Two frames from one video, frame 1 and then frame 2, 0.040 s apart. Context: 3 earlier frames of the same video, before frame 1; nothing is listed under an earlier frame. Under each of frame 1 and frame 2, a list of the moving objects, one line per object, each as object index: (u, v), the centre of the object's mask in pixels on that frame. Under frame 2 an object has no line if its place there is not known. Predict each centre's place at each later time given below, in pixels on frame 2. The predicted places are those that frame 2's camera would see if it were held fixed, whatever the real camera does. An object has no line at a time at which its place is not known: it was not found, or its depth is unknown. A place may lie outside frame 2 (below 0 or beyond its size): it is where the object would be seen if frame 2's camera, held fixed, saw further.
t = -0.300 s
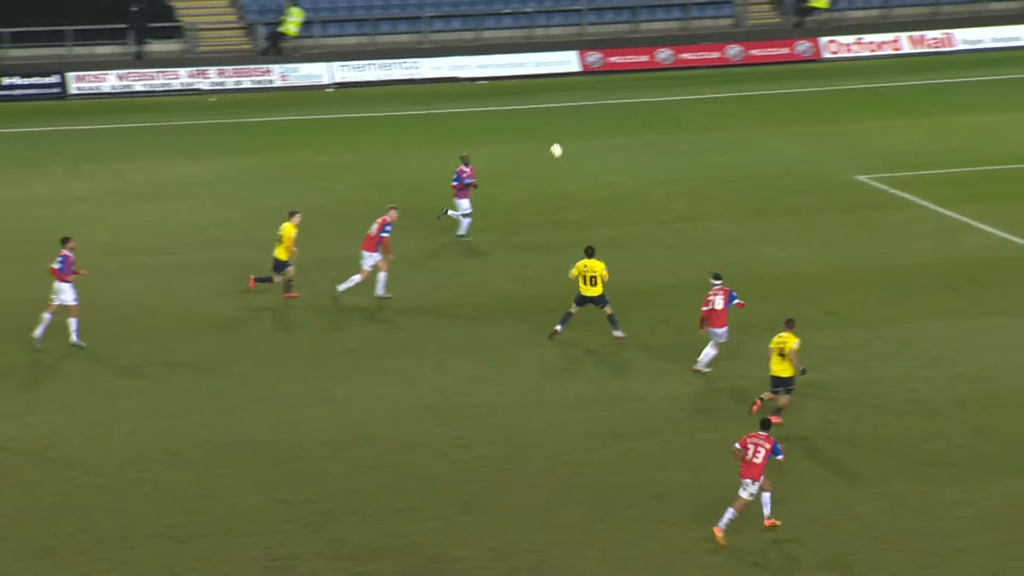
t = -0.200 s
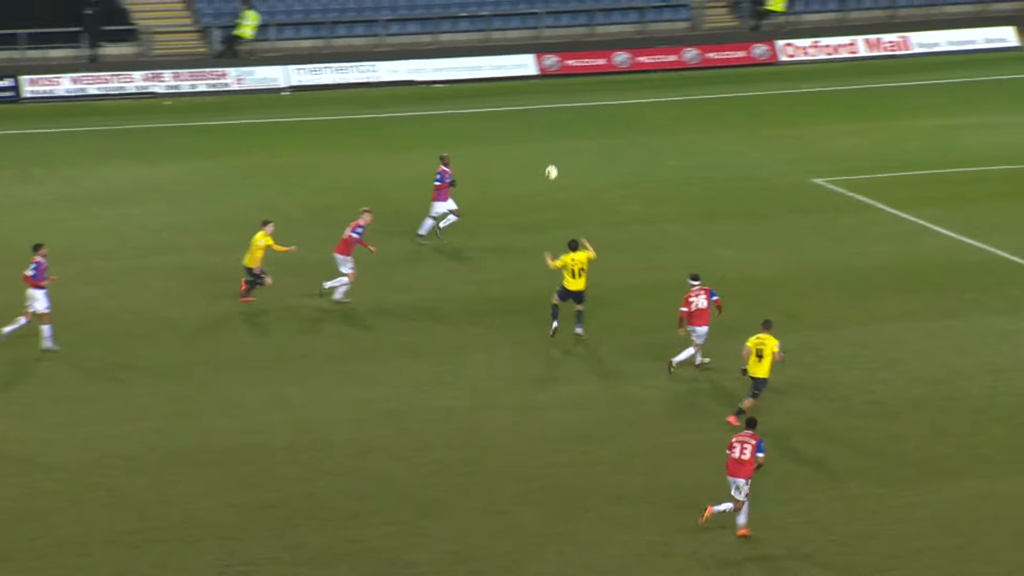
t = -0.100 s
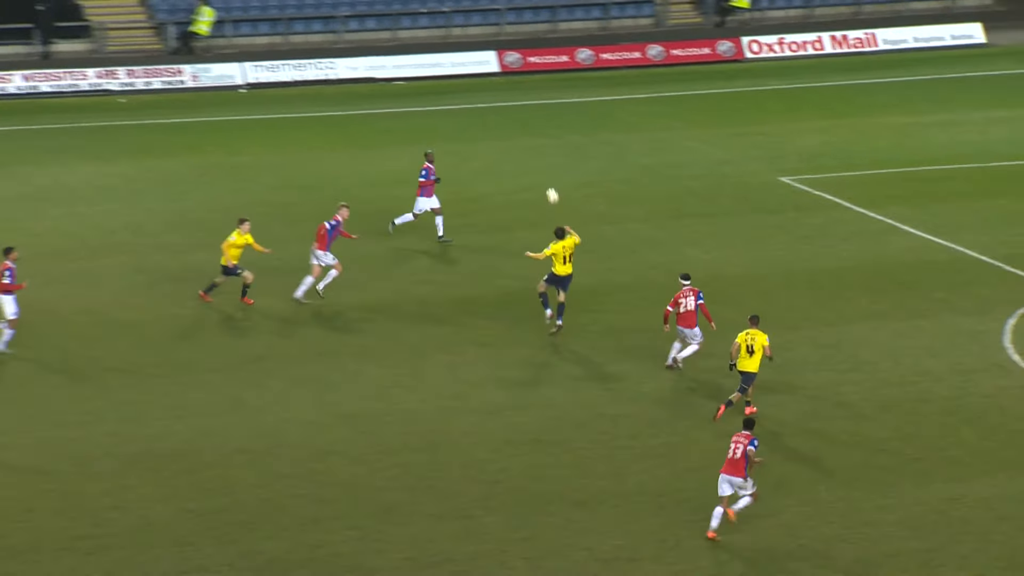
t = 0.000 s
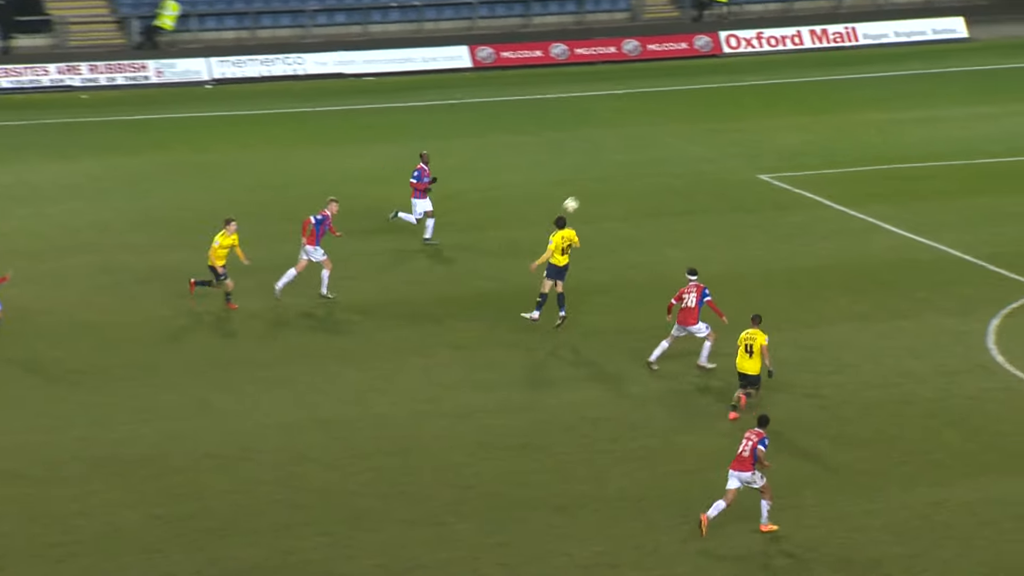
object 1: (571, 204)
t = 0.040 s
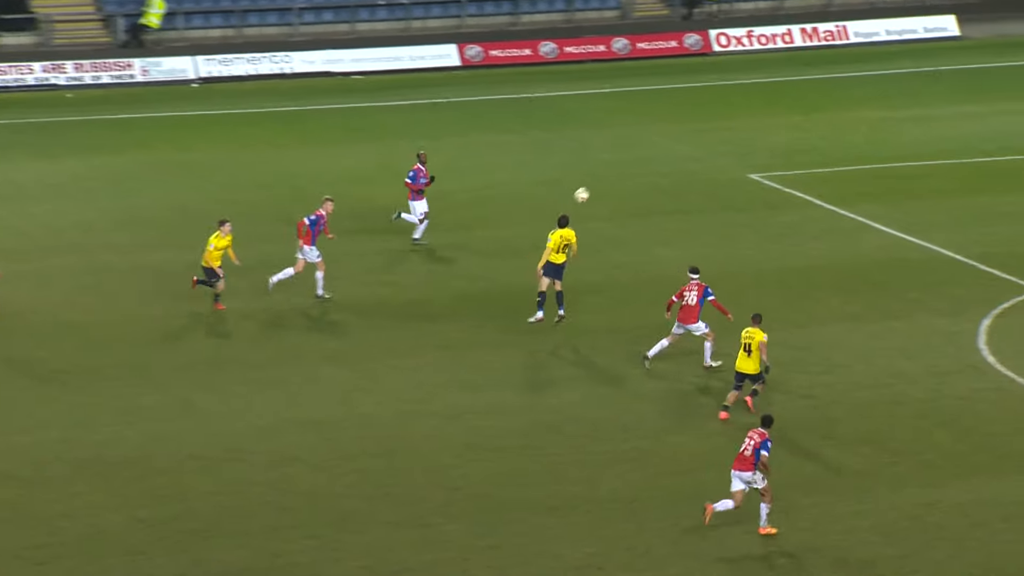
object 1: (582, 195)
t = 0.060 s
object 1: (592, 191)
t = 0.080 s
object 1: (602, 187)
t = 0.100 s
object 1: (612, 184)
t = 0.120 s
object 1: (621, 180)
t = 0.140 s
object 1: (632, 177)
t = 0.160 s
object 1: (640, 174)
